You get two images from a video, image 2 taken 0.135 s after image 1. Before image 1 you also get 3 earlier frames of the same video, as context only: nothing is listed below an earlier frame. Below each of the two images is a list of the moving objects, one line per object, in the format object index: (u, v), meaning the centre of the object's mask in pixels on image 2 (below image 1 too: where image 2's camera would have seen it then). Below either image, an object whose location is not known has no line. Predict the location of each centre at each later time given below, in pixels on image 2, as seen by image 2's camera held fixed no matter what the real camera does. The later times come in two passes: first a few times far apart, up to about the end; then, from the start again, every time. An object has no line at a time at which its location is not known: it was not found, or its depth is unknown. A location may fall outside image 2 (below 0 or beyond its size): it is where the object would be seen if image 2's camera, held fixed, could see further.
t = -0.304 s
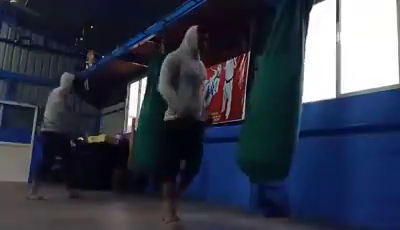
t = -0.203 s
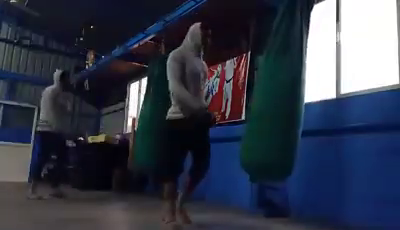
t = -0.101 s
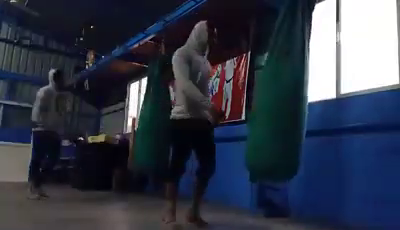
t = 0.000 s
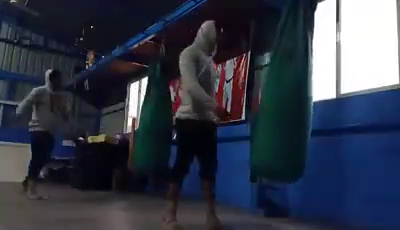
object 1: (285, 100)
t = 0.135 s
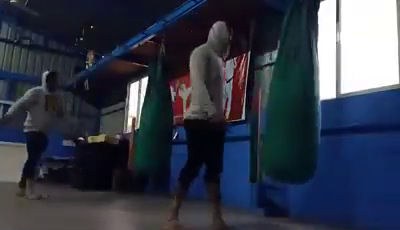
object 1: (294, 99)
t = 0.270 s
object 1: (302, 99)
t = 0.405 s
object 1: (311, 99)
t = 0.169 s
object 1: (295, 99)
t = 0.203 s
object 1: (298, 99)
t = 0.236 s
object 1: (300, 98)
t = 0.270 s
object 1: (302, 99)
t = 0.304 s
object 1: (304, 99)
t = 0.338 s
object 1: (306, 98)
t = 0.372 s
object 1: (308, 98)
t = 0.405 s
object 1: (311, 99)
